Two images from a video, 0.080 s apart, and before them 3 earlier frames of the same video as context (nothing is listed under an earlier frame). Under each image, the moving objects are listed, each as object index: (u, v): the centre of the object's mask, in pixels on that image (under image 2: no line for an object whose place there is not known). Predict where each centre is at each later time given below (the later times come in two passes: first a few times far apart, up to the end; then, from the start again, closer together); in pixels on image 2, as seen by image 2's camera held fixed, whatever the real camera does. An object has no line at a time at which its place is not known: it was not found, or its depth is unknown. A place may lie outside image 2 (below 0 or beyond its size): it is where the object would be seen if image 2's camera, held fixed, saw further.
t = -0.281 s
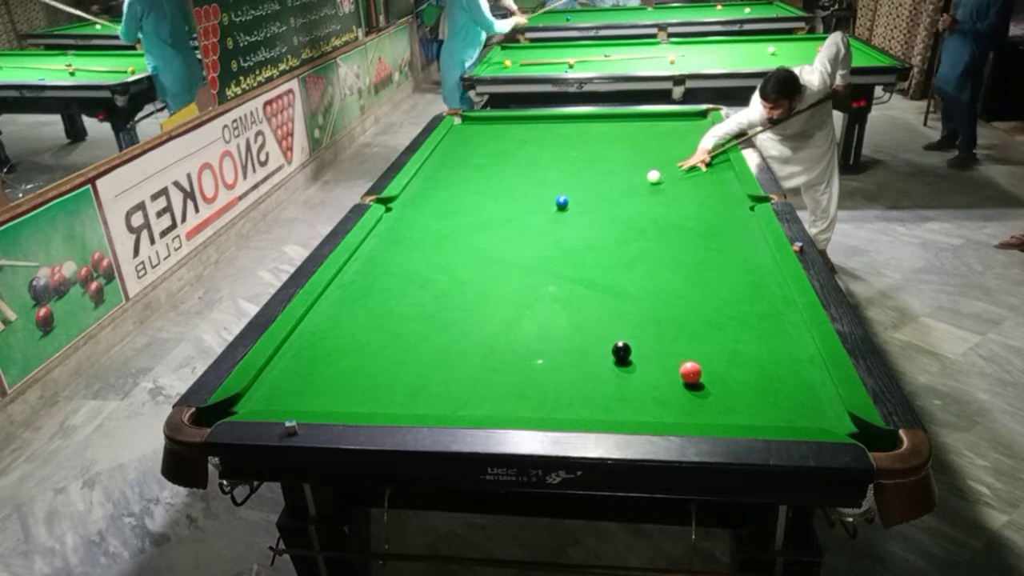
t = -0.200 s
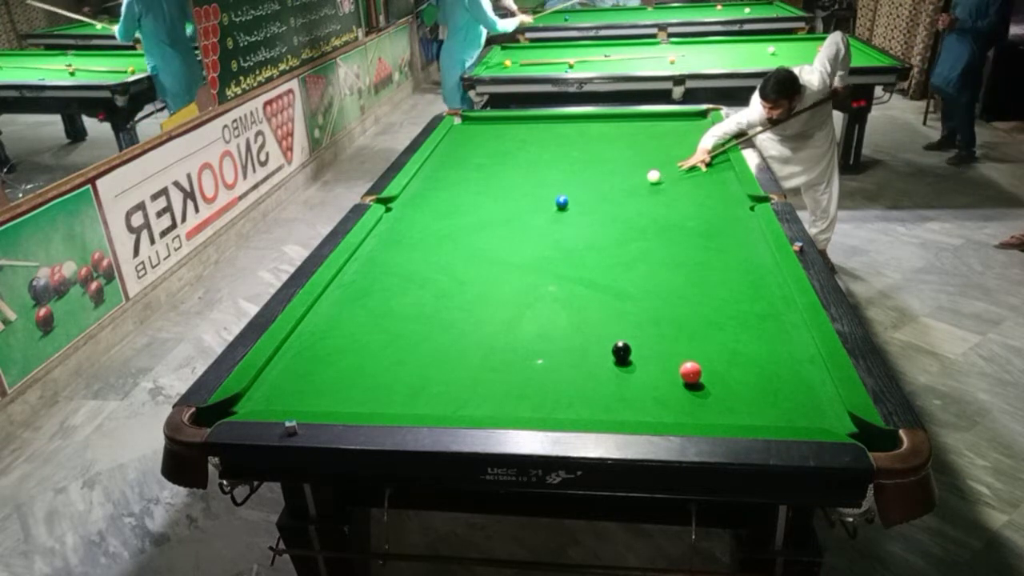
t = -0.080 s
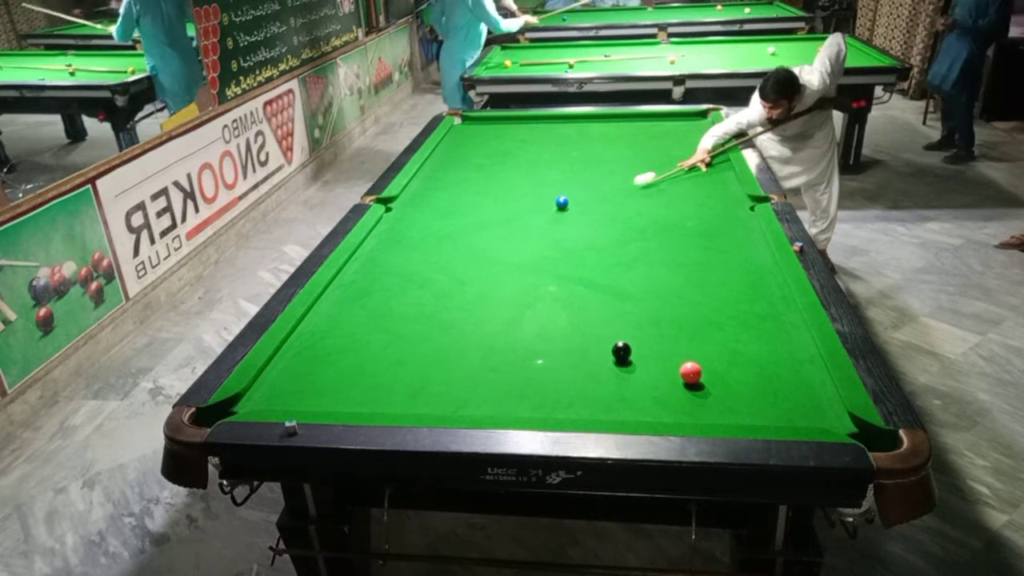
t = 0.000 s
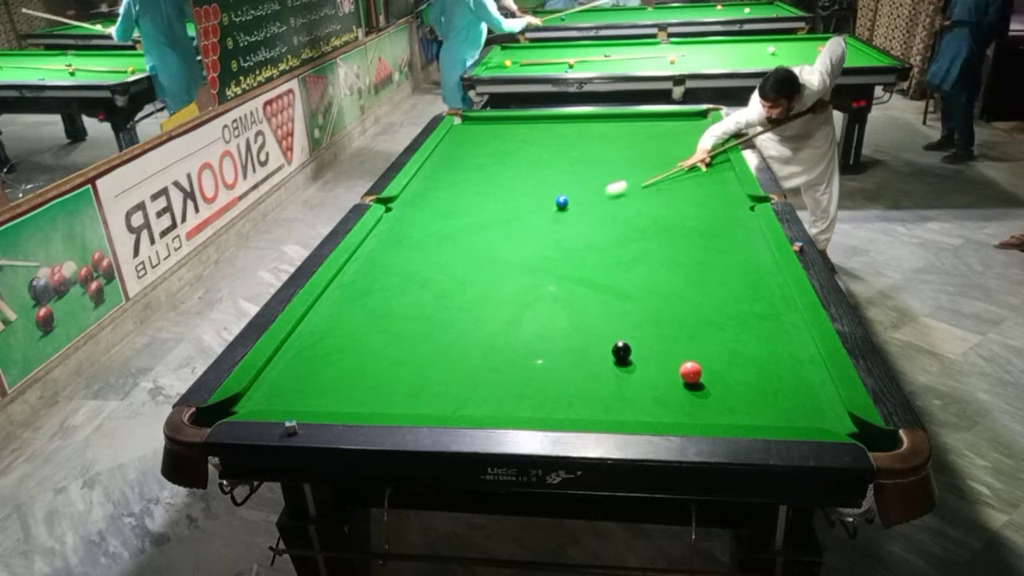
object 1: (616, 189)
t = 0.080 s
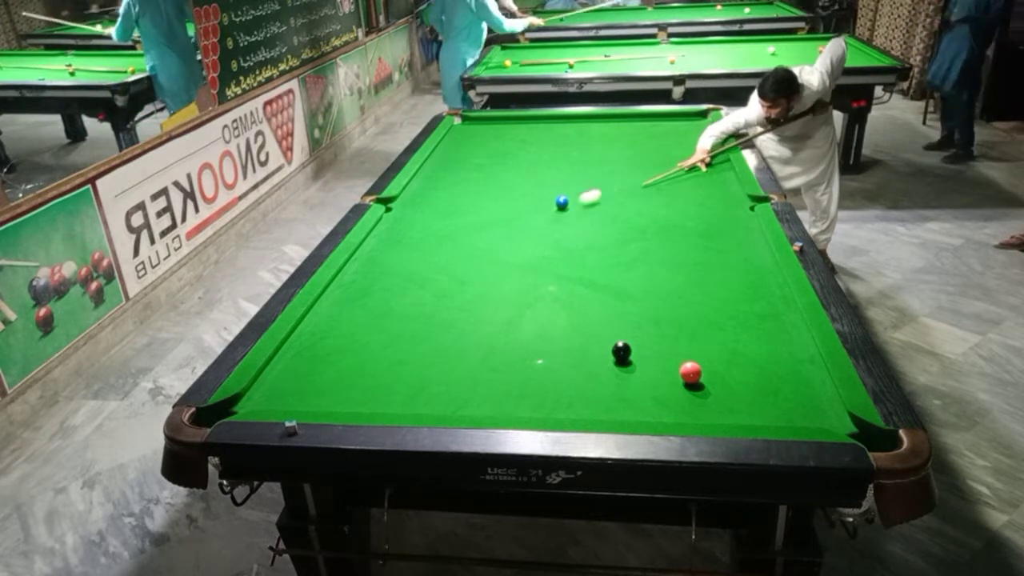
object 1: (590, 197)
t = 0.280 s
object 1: (567, 216)
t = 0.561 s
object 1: (560, 236)
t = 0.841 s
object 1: (553, 257)
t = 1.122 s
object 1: (547, 280)
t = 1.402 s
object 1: (539, 304)
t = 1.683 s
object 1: (532, 330)
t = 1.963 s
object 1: (523, 358)
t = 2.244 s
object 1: (516, 386)
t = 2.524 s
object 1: (510, 406)
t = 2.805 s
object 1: (516, 389)
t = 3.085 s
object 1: (521, 371)
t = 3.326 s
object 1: (524, 360)
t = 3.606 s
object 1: (526, 349)
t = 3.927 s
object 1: (528, 340)
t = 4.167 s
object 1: (529, 335)
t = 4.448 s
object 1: (531, 330)
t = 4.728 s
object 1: (532, 327)
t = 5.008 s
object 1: (533, 325)
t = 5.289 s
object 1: (533, 325)
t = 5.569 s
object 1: (533, 325)
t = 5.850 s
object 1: (533, 325)
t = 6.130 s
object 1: (533, 325)
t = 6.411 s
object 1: (533, 325)
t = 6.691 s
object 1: (533, 325)
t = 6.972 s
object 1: (533, 325)
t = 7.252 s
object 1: (533, 325)
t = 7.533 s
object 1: (533, 325)
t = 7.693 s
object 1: (533, 325)
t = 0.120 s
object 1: (578, 201)
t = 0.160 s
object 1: (573, 206)
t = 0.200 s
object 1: (571, 209)
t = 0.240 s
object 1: (569, 213)
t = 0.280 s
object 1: (567, 216)
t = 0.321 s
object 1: (566, 219)
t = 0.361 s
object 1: (565, 222)
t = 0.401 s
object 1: (564, 225)
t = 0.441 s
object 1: (563, 228)
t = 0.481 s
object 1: (562, 231)
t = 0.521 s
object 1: (561, 233)
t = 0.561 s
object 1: (560, 236)
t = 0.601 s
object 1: (559, 239)
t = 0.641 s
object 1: (558, 242)
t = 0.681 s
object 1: (557, 245)
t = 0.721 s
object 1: (557, 248)
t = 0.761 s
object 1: (555, 251)
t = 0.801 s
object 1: (554, 254)
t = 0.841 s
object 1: (553, 257)
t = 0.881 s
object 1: (553, 260)
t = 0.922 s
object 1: (552, 264)
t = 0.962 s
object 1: (550, 267)
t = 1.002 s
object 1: (550, 270)
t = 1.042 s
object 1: (549, 273)
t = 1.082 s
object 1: (548, 277)
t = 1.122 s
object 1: (547, 280)
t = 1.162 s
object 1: (545, 284)
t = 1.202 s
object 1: (544, 287)
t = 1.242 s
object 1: (544, 290)
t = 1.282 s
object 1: (542, 294)
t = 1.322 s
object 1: (541, 297)
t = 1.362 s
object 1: (540, 301)
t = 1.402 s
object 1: (539, 304)
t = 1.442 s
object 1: (539, 308)
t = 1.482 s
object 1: (537, 311)
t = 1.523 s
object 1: (536, 315)
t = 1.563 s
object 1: (535, 319)
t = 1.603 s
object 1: (534, 322)
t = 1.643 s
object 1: (533, 326)
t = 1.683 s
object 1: (532, 330)
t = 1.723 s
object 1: (530, 334)
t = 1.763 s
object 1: (529, 338)
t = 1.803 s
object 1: (528, 342)
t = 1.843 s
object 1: (527, 346)
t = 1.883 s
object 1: (526, 350)
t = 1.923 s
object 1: (525, 354)
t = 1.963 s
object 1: (523, 358)
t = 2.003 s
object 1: (522, 362)
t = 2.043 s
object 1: (521, 366)
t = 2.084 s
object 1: (520, 371)
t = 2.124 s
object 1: (519, 375)
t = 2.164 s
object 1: (518, 378)
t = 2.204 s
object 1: (517, 382)
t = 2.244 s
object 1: (516, 386)
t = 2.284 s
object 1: (514, 390)
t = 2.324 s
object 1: (513, 395)
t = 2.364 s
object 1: (512, 399)
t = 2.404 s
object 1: (511, 403)
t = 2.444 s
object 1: (510, 405)
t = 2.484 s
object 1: (509, 407)
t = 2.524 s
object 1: (510, 406)
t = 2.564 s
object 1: (511, 403)
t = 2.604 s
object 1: (512, 402)
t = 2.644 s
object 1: (513, 399)
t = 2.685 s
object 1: (514, 396)
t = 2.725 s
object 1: (514, 394)
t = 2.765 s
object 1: (515, 391)
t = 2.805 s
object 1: (516, 389)
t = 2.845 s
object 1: (516, 386)
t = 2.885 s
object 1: (517, 384)
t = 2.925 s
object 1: (518, 381)
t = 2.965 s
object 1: (518, 379)
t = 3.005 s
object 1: (519, 377)
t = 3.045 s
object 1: (520, 373)
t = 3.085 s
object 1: (521, 371)
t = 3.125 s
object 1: (521, 369)
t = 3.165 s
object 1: (522, 367)
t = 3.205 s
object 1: (522, 365)
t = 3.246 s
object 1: (523, 363)
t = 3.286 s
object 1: (523, 362)
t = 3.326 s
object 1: (524, 360)
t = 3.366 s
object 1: (524, 358)
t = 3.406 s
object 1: (525, 357)
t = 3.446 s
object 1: (525, 355)
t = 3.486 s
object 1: (525, 354)
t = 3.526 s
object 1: (526, 352)
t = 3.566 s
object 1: (526, 351)
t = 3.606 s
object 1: (526, 349)
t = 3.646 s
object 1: (526, 348)
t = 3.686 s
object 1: (526, 347)
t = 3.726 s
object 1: (527, 346)
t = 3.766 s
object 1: (527, 345)
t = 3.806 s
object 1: (527, 343)
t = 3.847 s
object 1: (527, 341)
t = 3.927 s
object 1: (528, 340)
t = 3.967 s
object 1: (528, 339)
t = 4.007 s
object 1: (528, 338)
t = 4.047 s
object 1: (528, 337)
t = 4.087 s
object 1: (529, 336)
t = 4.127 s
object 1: (529, 336)
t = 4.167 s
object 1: (529, 335)
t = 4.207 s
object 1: (529, 334)
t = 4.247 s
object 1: (530, 333)
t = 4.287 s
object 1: (530, 333)
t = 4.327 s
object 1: (530, 332)
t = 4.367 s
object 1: (530, 331)
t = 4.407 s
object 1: (530, 331)
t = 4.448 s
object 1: (531, 330)
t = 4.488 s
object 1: (531, 330)
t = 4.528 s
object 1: (531, 329)
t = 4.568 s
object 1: (531, 329)
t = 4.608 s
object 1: (531, 328)
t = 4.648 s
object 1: (532, 328)
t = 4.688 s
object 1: (532, 327)
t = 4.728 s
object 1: (532, 327)
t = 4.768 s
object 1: (532, 327)
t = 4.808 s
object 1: (532, 326)
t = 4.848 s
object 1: (533, 326)
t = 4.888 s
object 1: (533, 326)
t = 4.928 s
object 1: (533, 326)
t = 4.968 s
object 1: (533, 325)
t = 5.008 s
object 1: (533, 325)
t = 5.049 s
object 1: (533, 325)
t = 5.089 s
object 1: (533, 325)
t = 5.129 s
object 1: (533, 325)
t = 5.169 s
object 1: (533, 325)
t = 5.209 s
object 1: (533, 325)
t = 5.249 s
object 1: (533, 325)
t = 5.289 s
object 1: (533, 325)
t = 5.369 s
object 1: (533, 325)
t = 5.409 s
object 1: (533, 325)
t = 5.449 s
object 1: (533, 325)
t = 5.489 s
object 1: (533, 325)
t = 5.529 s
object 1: (533, 325)
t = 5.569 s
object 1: (533, 325)
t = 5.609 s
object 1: (533, 325)
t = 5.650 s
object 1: (533, 325)
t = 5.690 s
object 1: (533, 325)
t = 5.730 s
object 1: (533, 325)
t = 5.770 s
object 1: (533, 325)
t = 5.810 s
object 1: (533, 325)
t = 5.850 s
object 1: (533, 325)
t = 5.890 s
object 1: (533, 325)
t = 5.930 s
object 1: (533, 325)
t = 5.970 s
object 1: (533, 325)
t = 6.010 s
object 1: (533, 325)
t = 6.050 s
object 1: (533, 325)
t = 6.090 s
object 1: (533, 325)
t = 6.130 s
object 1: (533, 325)
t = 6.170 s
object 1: (533, 325)
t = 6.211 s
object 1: (533, 325)
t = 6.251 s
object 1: (533, 325)
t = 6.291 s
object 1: (533, 325)
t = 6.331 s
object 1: (533, 325)
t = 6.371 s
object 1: (533, 325)
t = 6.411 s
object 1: (533, 325)
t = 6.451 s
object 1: (533, 325)
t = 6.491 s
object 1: (533, 325)
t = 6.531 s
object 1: (533, 325)
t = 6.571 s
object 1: (533, 325)
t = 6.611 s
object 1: (533, 325)
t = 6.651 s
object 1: (533, 325)
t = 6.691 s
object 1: (533, 325)
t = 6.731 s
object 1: (533, 325)
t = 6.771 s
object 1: (533, 325)
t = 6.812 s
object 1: (533, 325)
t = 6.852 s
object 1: (533, 325)
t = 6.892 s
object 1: (533, 325)
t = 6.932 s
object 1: (533, 325)
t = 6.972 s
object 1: (533, 325)
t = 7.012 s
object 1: (533, 325)
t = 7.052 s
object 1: (533, 325)
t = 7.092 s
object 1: (533, 325)
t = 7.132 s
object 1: (533, 325)
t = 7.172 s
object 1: (533, 325)
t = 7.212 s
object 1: (533, 325)
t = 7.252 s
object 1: (533, 325)
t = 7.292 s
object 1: (533, 325)
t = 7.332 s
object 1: (533, 325)
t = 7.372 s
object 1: (533, 325)
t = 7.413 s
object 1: (533, 325)
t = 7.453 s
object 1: (533, 325)
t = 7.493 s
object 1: (533, 325)
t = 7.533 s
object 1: (533, 325)
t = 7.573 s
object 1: (533, 325)
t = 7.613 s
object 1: (533, 325)
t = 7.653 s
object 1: (533, 325)
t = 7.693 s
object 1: (533, 325)
